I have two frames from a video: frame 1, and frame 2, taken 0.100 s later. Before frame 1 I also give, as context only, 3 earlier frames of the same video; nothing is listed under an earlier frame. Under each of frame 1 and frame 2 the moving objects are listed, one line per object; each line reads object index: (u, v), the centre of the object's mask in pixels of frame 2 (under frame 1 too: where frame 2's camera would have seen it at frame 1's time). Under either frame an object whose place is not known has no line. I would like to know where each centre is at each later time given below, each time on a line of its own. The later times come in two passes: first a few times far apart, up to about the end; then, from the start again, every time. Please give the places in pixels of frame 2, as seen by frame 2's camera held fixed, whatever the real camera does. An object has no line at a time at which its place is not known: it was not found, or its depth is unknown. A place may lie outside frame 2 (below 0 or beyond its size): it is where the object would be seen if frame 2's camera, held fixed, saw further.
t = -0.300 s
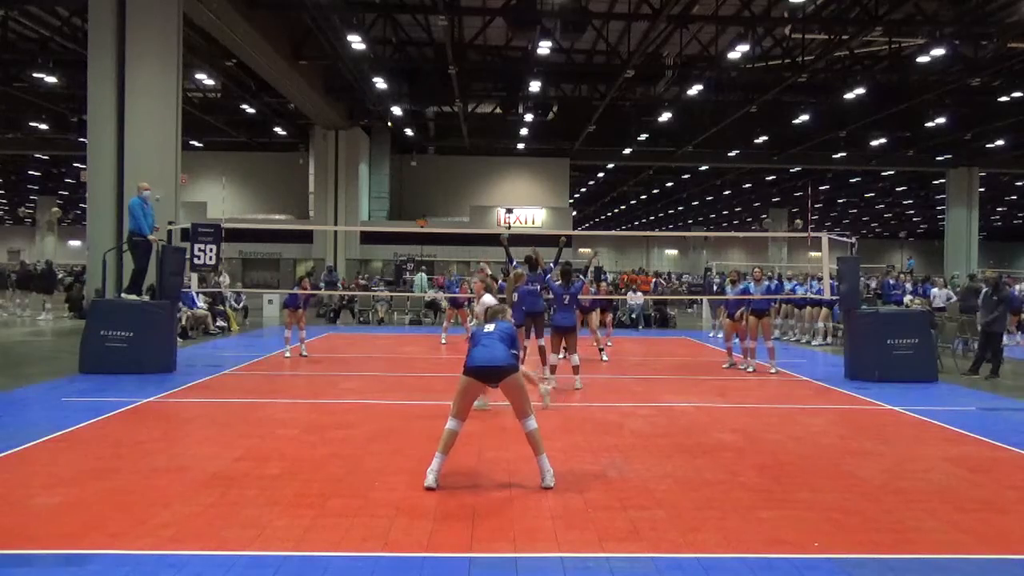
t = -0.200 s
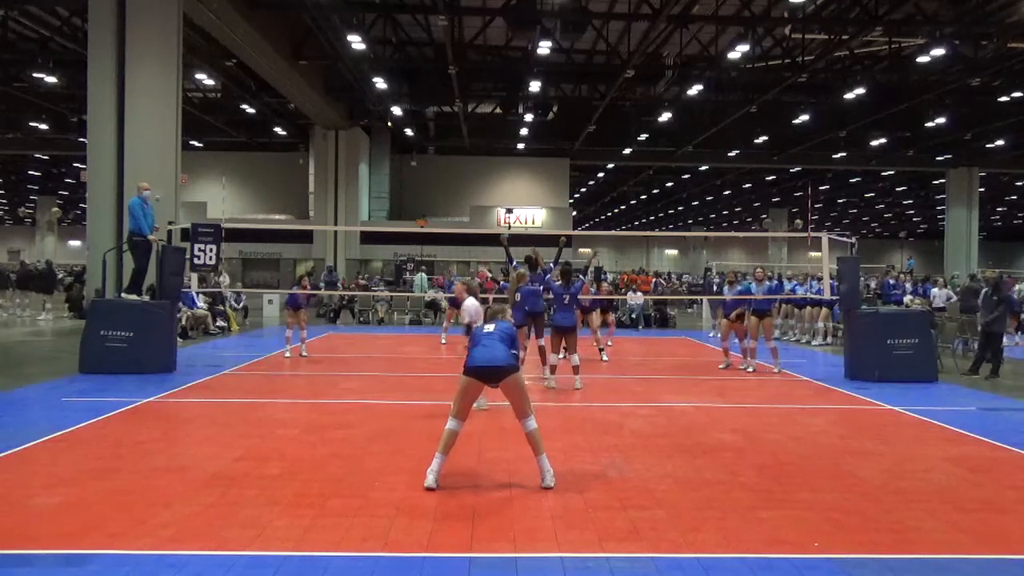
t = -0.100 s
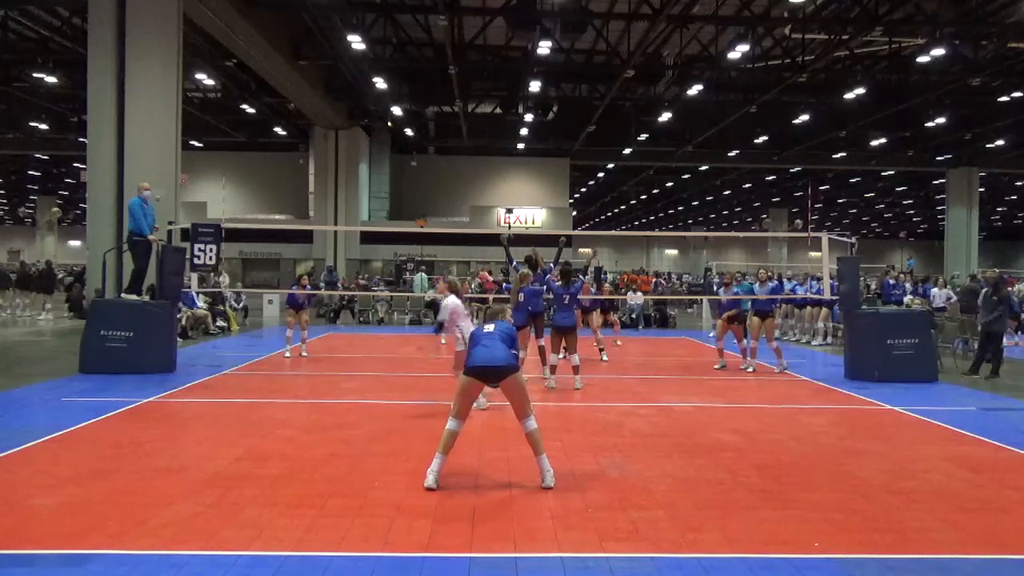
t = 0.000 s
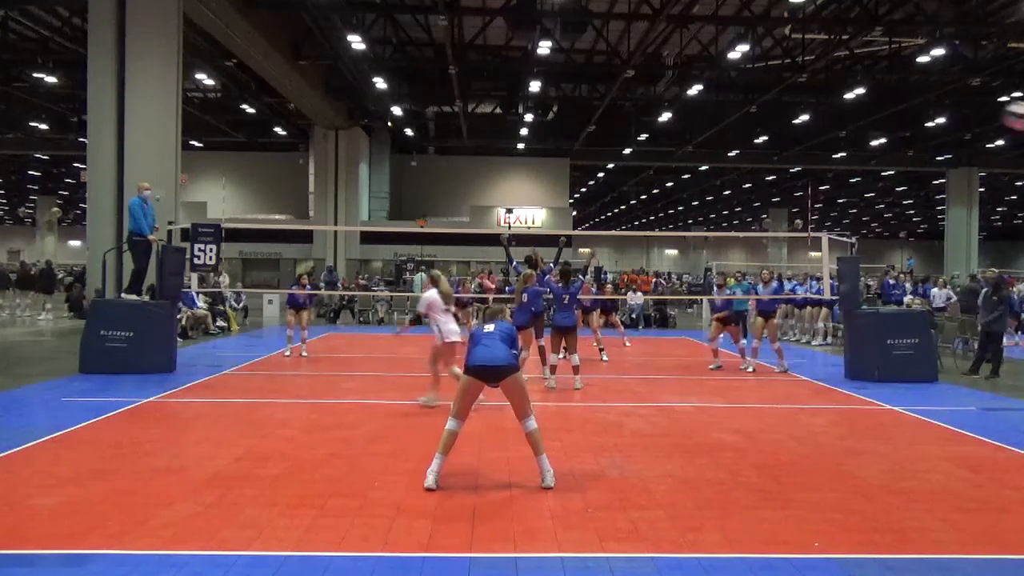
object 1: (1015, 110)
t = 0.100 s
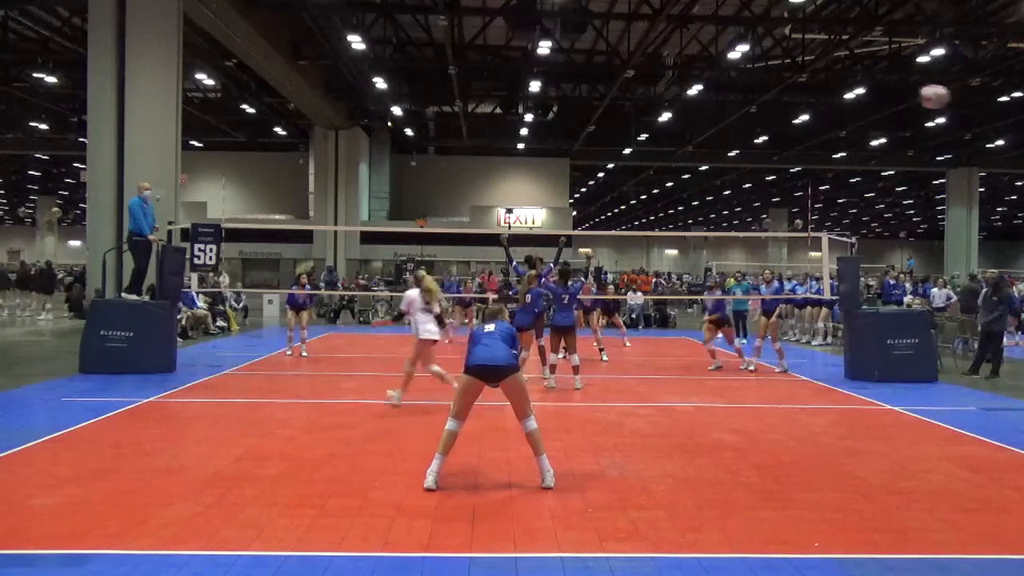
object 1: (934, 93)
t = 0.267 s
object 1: (836, 88)
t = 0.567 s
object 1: (733, 126)
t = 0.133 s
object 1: (911, 89)
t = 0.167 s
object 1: (890, 88)
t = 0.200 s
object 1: (871, 88)
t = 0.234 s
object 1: (853, 89)
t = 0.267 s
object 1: (836, 88)
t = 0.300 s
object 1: (821, 90)
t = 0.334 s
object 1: (807, 94)
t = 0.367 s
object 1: (794, 97)
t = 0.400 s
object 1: (782, 101)
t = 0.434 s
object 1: (771, 106)
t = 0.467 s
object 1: (760, 110)
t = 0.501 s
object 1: (751, 115)
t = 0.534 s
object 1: (741, 120)
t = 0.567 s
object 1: (733, 126)
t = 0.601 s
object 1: (725, 132)
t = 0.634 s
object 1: (717, 139)
